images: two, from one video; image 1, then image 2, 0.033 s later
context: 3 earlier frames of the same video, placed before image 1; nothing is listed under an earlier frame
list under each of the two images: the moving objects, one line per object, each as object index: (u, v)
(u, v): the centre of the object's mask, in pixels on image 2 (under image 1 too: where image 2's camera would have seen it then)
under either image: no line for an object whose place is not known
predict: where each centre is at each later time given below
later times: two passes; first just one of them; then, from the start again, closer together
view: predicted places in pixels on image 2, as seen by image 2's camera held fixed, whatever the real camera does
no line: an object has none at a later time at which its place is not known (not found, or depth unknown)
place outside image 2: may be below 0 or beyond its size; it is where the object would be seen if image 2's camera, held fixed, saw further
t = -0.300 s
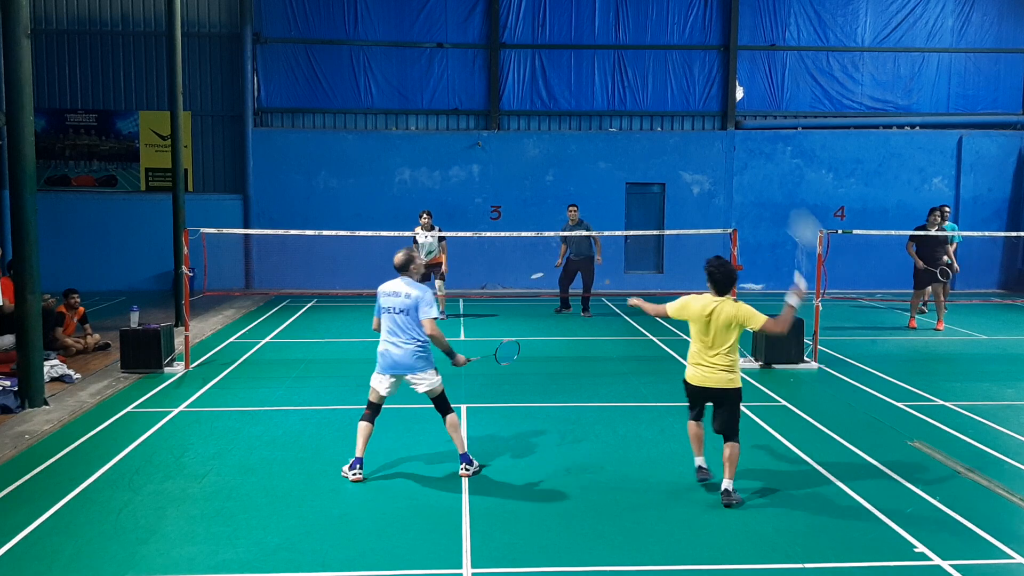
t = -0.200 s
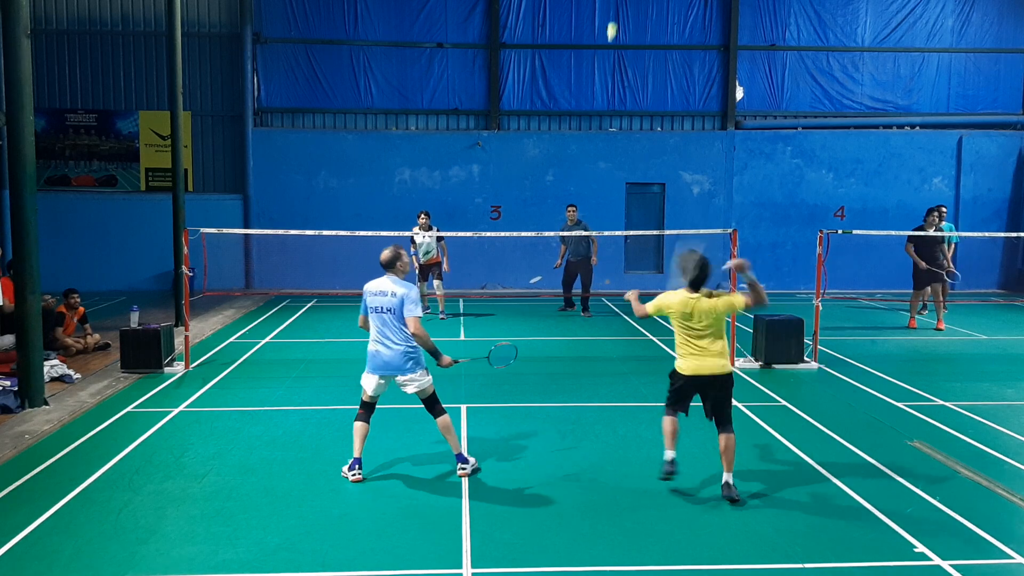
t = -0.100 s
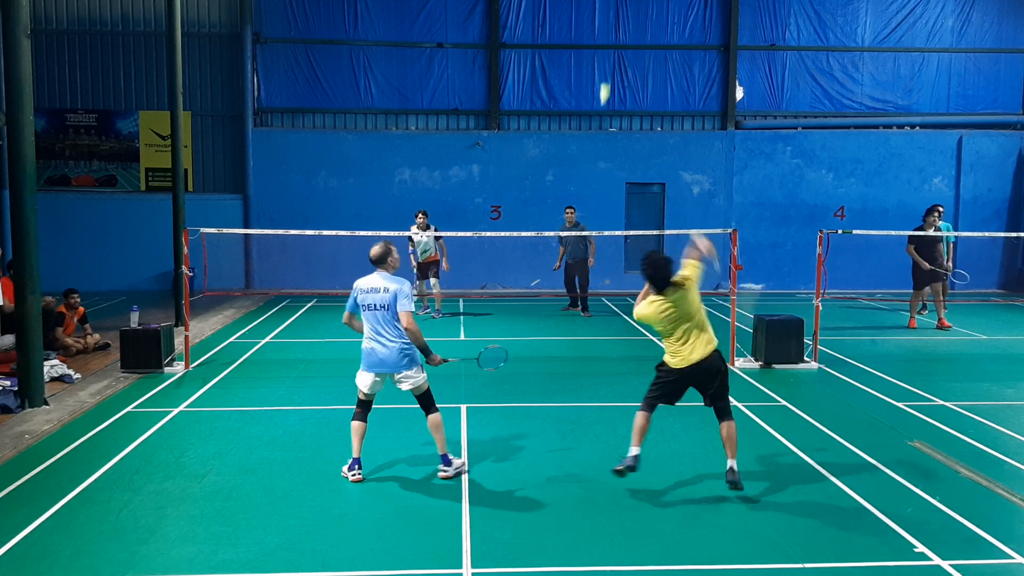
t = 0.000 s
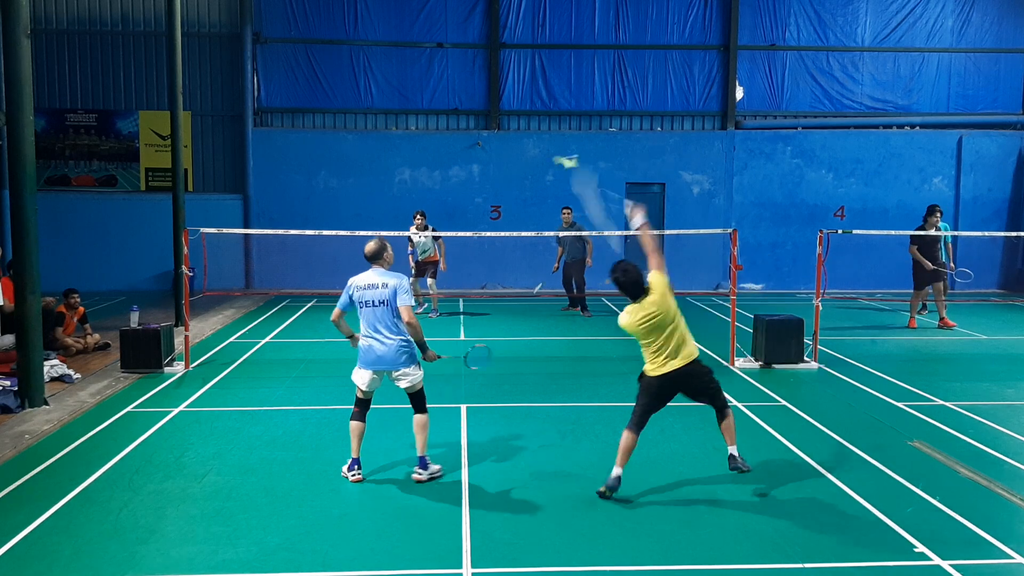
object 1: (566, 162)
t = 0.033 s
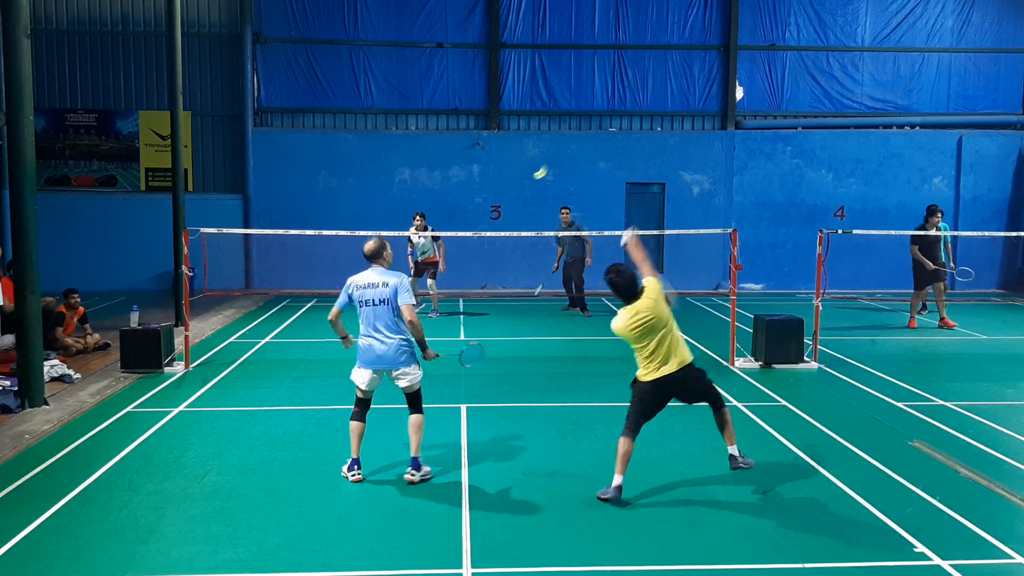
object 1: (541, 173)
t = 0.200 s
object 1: (495, 207)
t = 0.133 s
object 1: (506, 196)
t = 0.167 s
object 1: (500, 201)
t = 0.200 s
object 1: (495, 207)
